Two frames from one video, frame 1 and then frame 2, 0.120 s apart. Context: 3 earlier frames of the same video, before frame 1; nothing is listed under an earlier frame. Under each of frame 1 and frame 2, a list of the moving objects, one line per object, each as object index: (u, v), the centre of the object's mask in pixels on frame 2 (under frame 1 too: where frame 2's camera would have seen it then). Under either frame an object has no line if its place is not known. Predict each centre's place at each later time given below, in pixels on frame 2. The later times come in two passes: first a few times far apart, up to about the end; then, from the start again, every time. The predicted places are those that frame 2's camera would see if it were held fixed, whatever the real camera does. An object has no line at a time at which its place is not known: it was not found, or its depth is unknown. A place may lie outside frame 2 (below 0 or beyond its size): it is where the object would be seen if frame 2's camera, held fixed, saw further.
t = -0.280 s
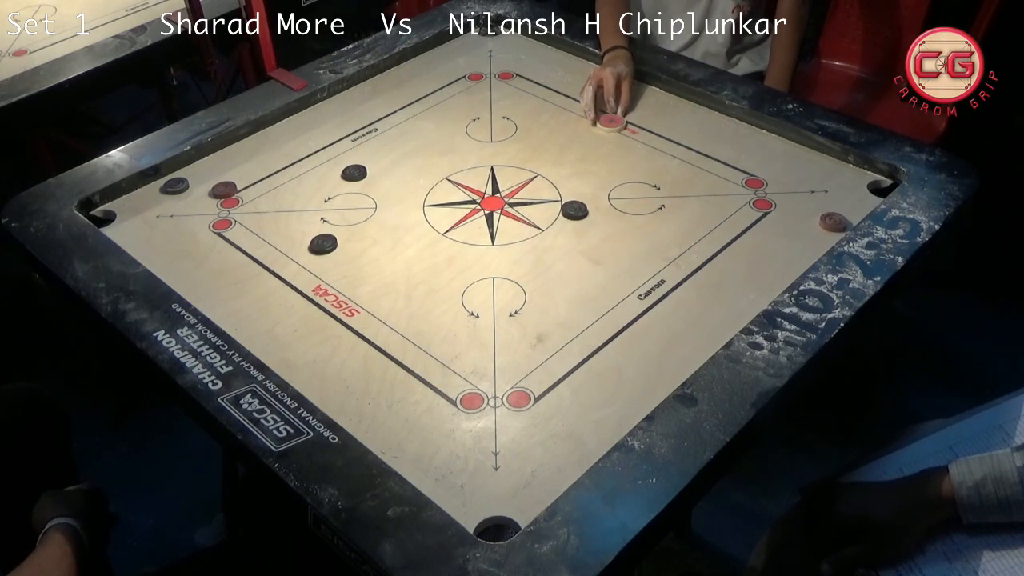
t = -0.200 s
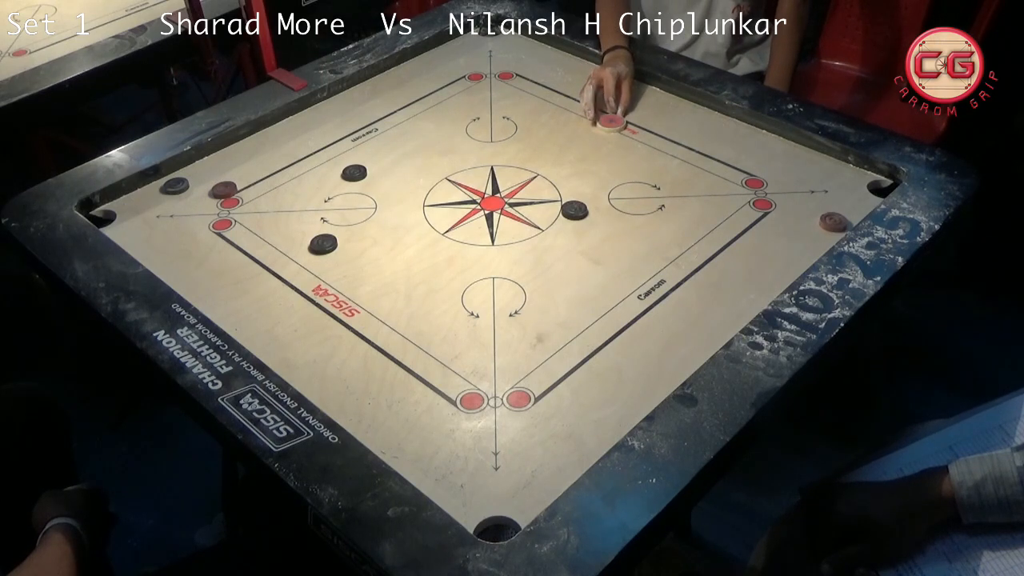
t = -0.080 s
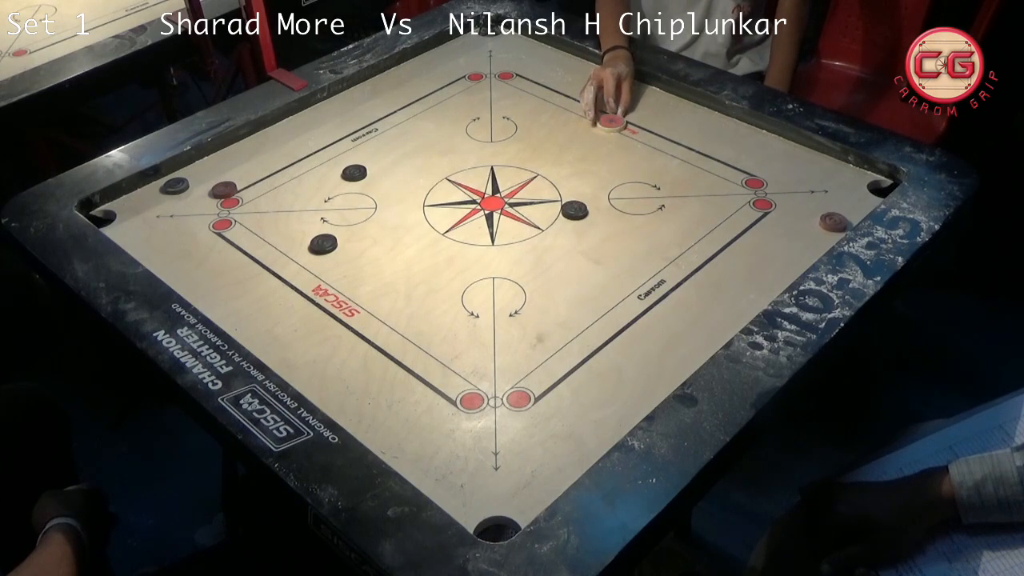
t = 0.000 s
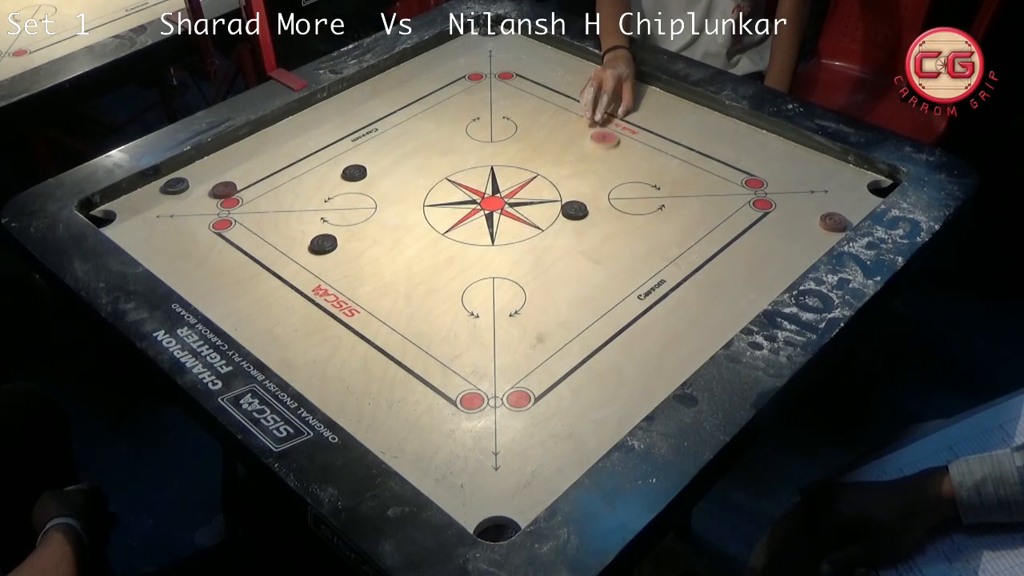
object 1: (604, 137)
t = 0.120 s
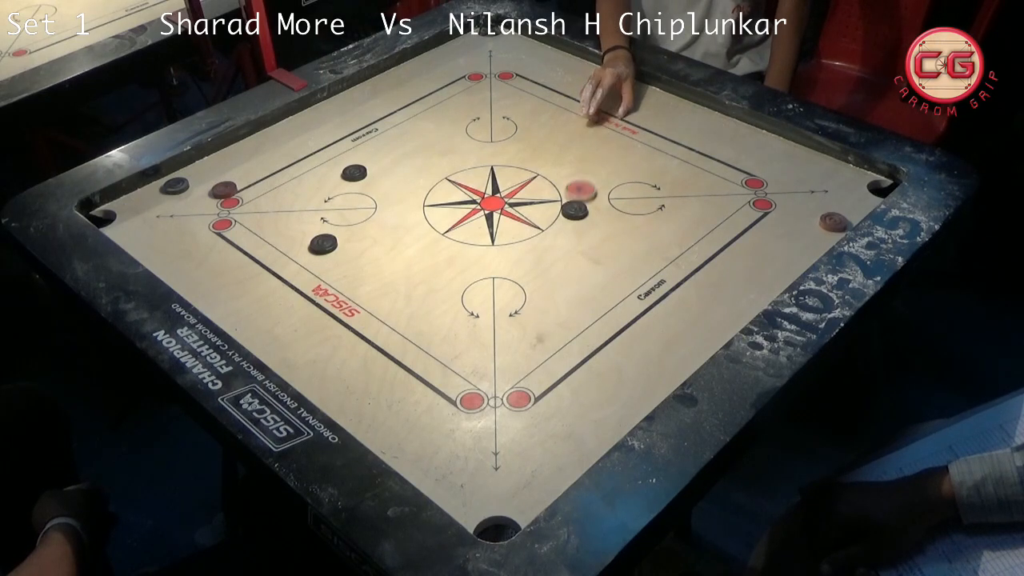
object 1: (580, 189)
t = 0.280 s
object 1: (560, 217)
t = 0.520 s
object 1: (548, 231)
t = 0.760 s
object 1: (548, 231)
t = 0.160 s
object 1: (574, 198)
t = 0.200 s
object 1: (569, 205)
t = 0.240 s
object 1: (564, 211)
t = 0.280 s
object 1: (560, 217)
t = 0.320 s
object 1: (556, 221)
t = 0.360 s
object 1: (553, 225)
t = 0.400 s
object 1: (551, 228)
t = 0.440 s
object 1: (549, 230)
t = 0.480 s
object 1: (548, 230)
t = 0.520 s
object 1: (548, 231)
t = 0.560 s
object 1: (548, 231)
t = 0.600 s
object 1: (548, 231)
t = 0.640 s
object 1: (548, 231)
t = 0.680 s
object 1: (548, 231)
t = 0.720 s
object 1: (548, 231)
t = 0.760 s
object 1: (548, 231)
